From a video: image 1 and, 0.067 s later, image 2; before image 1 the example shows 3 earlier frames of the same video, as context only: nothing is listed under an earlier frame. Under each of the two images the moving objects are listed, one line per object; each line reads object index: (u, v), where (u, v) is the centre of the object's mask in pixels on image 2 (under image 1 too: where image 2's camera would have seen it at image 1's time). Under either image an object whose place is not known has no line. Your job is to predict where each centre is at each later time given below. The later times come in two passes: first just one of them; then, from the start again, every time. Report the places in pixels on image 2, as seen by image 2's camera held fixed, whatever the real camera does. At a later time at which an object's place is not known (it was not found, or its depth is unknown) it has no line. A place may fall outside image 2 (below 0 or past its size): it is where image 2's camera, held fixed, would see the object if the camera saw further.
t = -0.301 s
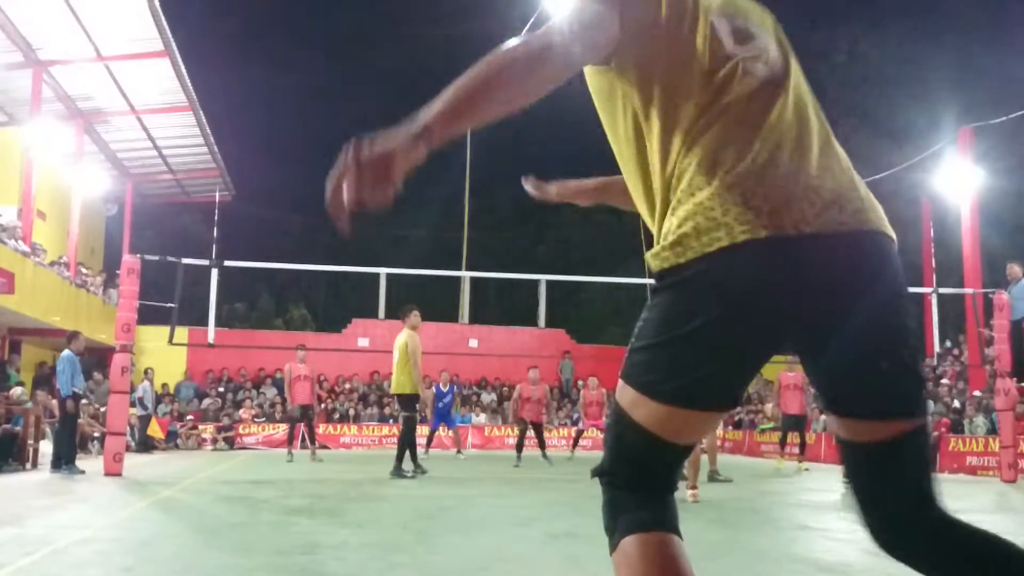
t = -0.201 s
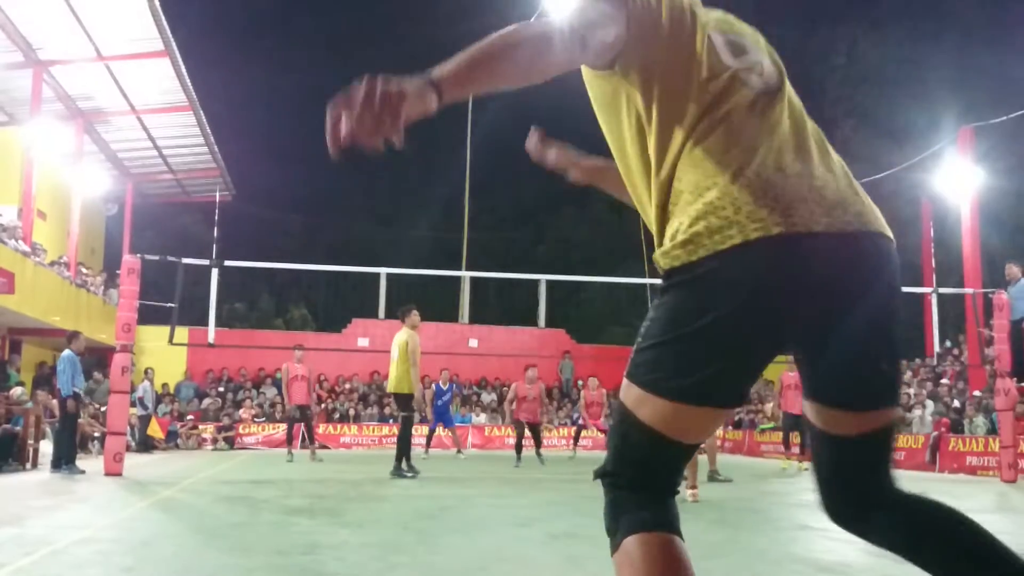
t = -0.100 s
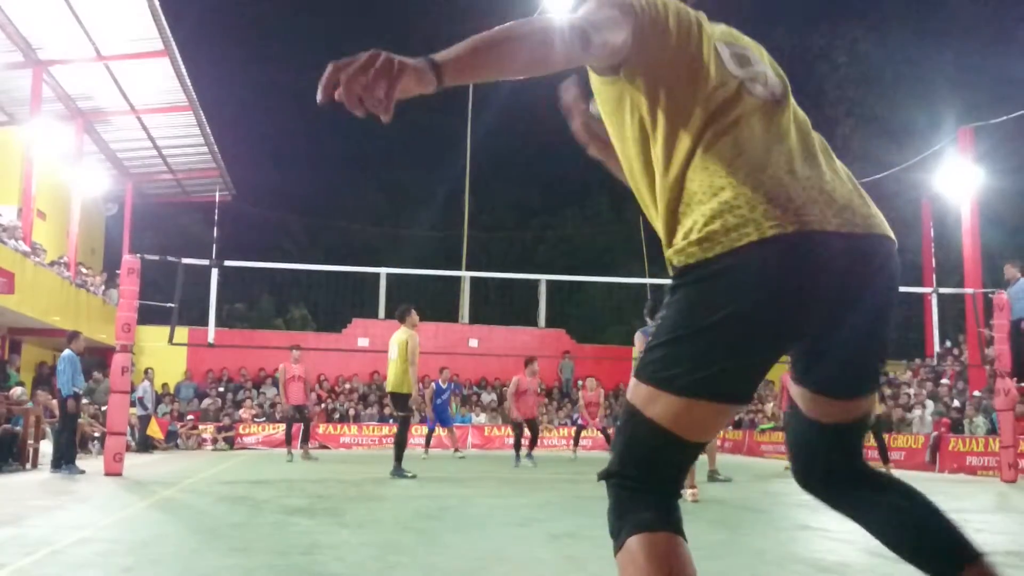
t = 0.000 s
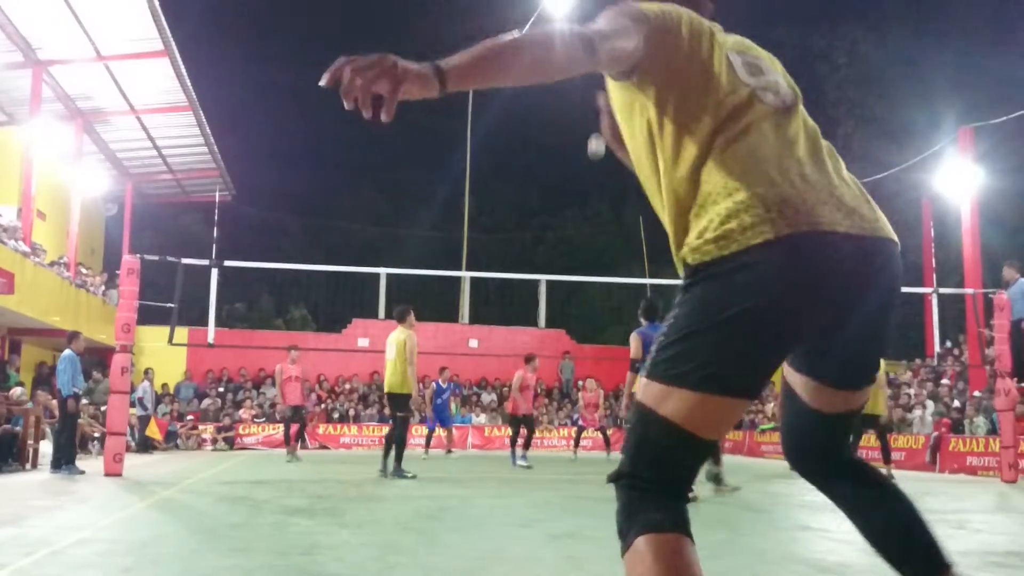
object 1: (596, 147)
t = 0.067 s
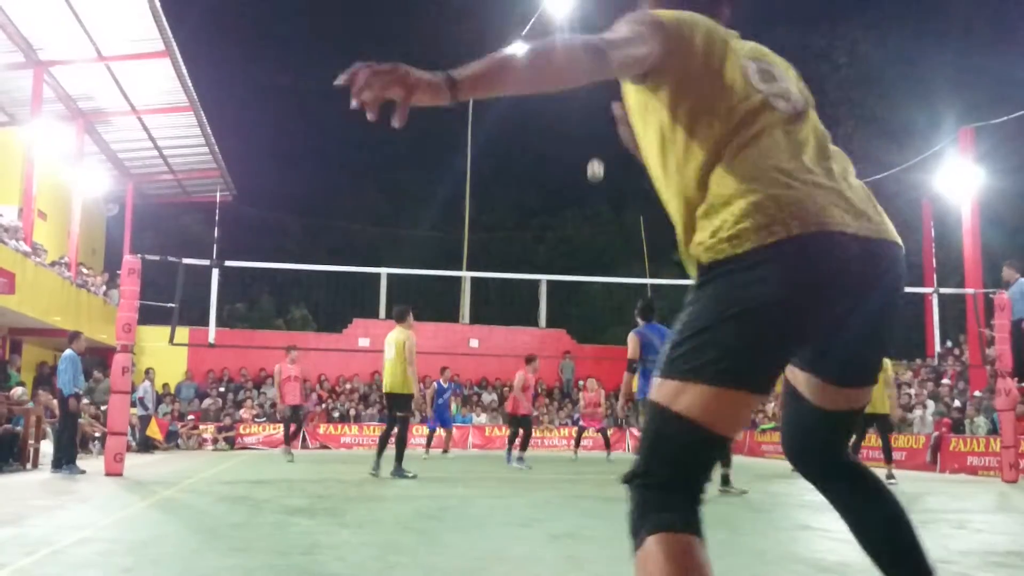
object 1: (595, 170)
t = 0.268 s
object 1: (590, 241)
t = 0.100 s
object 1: (594, 181)
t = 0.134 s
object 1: (594, 193)
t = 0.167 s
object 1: (593, 205)
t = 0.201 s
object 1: (592, 216)
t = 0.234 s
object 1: (591, 229)
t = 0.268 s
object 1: (590, 241)
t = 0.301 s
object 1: (590, 254)
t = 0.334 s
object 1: (589, 266)
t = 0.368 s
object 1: (588, 277)
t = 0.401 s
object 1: (587, 291)
